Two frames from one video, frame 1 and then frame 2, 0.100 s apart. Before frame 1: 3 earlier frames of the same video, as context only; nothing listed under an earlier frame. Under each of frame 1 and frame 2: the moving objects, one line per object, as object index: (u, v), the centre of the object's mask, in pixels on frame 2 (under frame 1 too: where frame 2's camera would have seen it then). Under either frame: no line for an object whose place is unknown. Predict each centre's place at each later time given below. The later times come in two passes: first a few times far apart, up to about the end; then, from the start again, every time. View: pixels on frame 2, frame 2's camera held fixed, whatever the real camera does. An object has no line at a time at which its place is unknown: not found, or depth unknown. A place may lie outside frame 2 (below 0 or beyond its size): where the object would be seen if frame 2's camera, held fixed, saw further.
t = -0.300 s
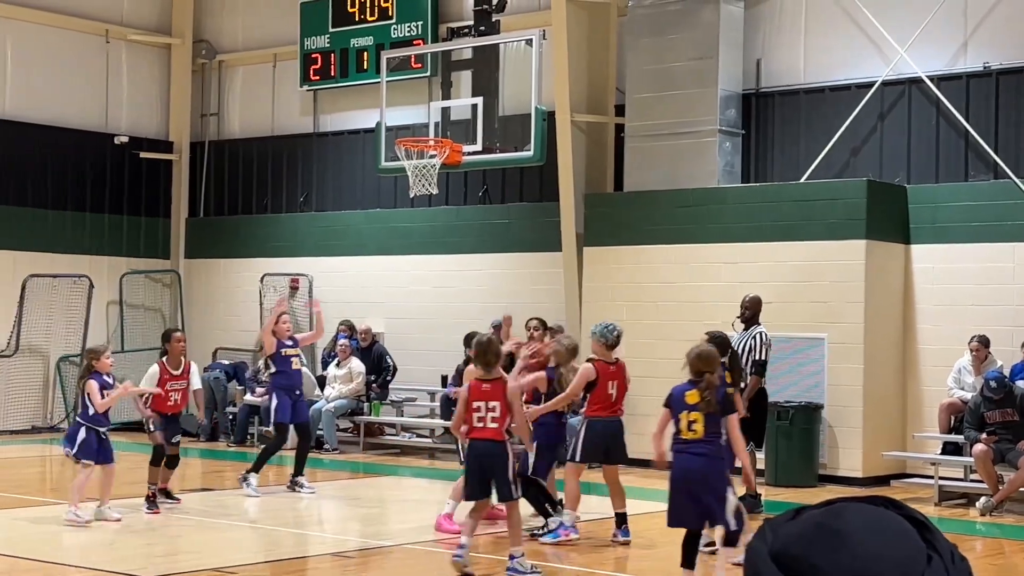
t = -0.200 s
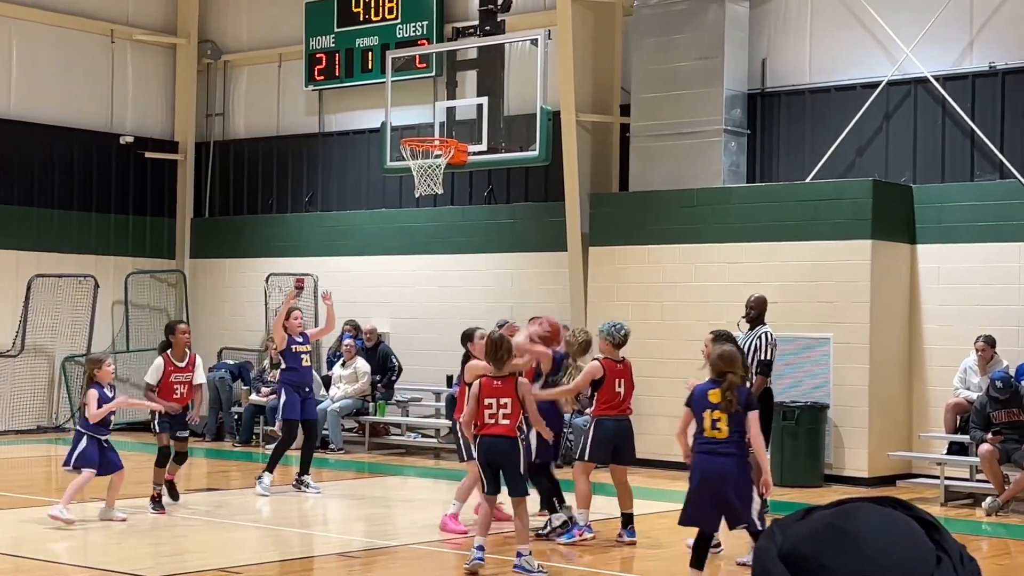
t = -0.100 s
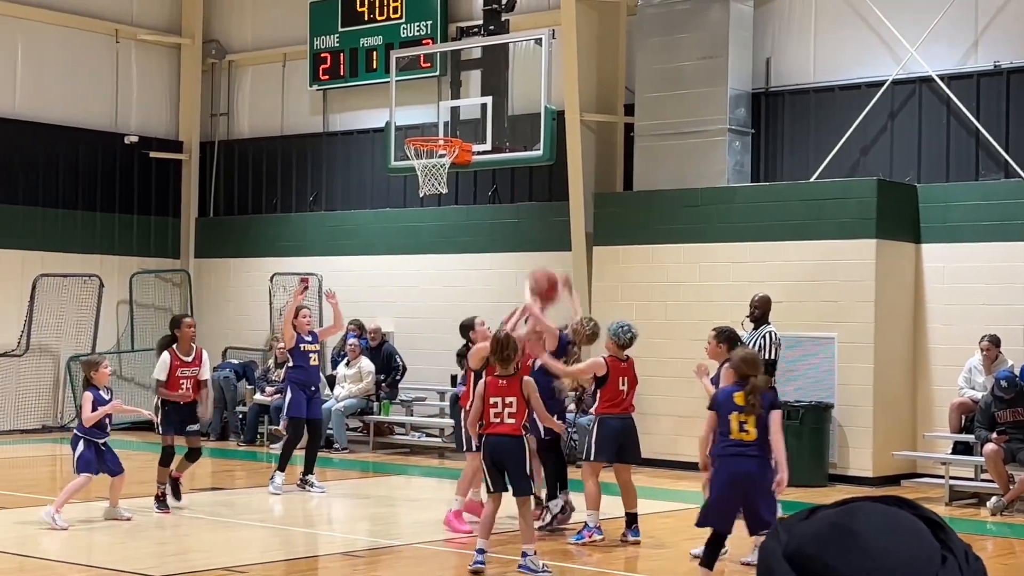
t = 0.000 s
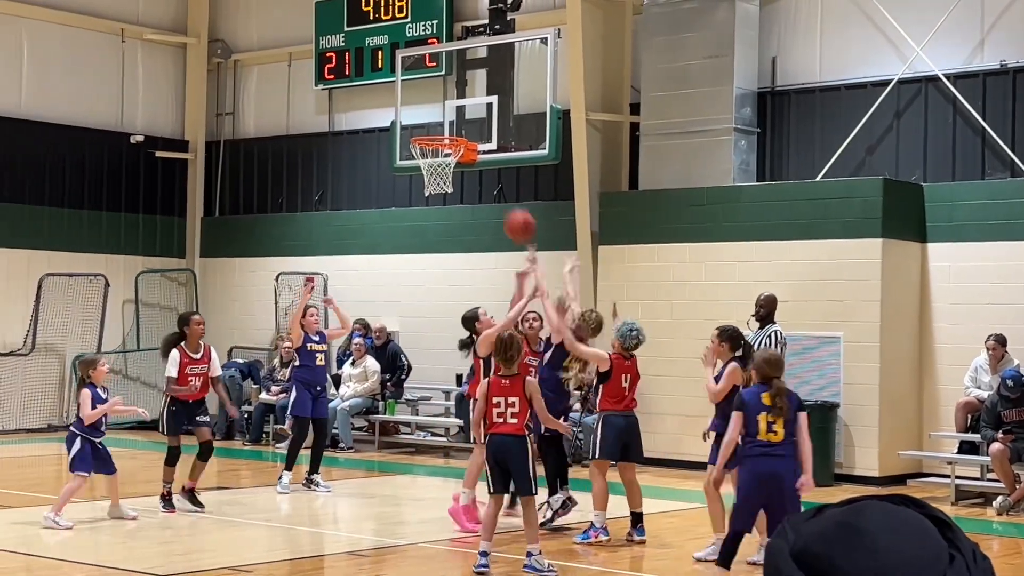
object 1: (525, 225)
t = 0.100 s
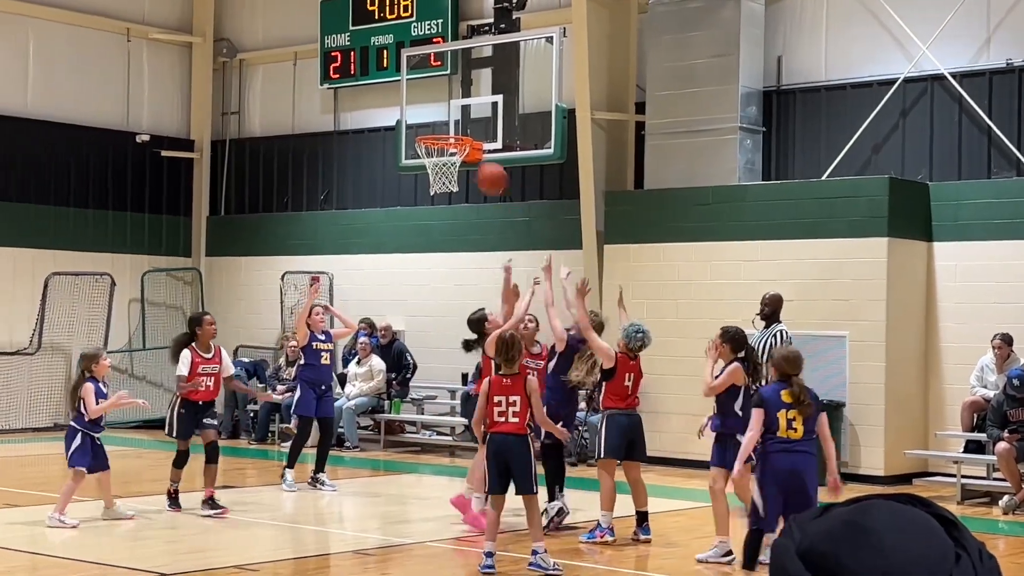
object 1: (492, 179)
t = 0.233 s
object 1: (449, 134)
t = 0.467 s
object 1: (373, 122)
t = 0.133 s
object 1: (481, 167)
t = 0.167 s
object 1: (470, 155)
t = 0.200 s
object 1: (459, 145)
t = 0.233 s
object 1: (449, 134)
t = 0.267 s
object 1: (437, 131)
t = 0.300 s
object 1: (426, 127)
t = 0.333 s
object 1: (415, 122)
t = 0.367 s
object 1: (404, 120)
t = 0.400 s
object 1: (393, 120)
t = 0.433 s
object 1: (383, 121)
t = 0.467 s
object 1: (373, 122)
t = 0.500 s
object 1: (361, 126)
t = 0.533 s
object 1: (352, 131)
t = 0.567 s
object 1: (341, 137)
